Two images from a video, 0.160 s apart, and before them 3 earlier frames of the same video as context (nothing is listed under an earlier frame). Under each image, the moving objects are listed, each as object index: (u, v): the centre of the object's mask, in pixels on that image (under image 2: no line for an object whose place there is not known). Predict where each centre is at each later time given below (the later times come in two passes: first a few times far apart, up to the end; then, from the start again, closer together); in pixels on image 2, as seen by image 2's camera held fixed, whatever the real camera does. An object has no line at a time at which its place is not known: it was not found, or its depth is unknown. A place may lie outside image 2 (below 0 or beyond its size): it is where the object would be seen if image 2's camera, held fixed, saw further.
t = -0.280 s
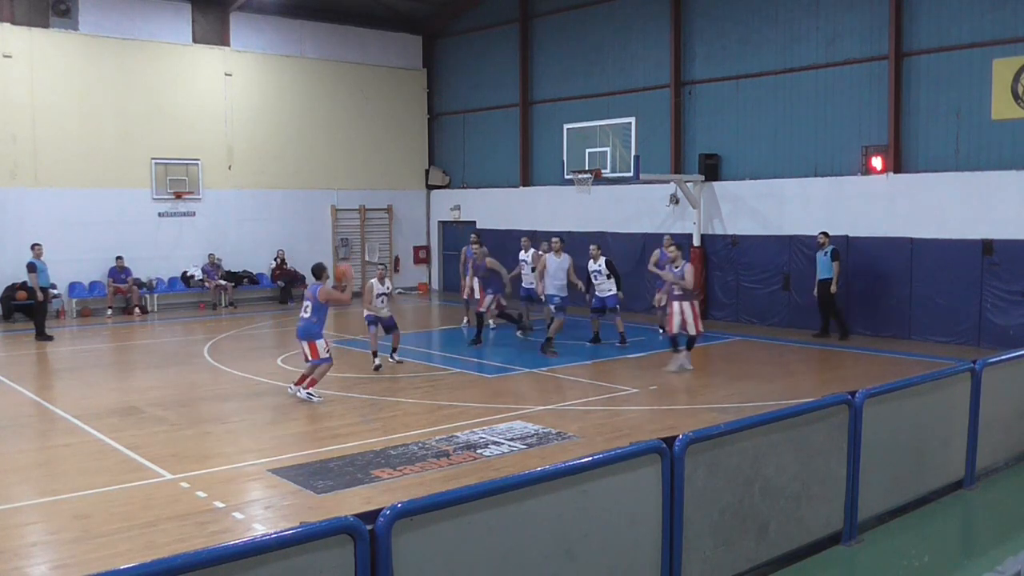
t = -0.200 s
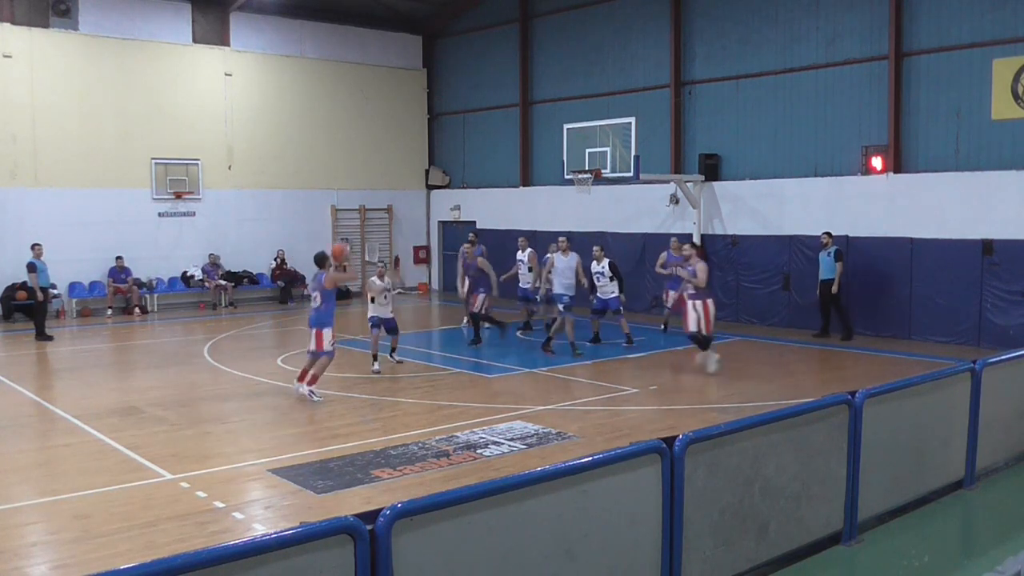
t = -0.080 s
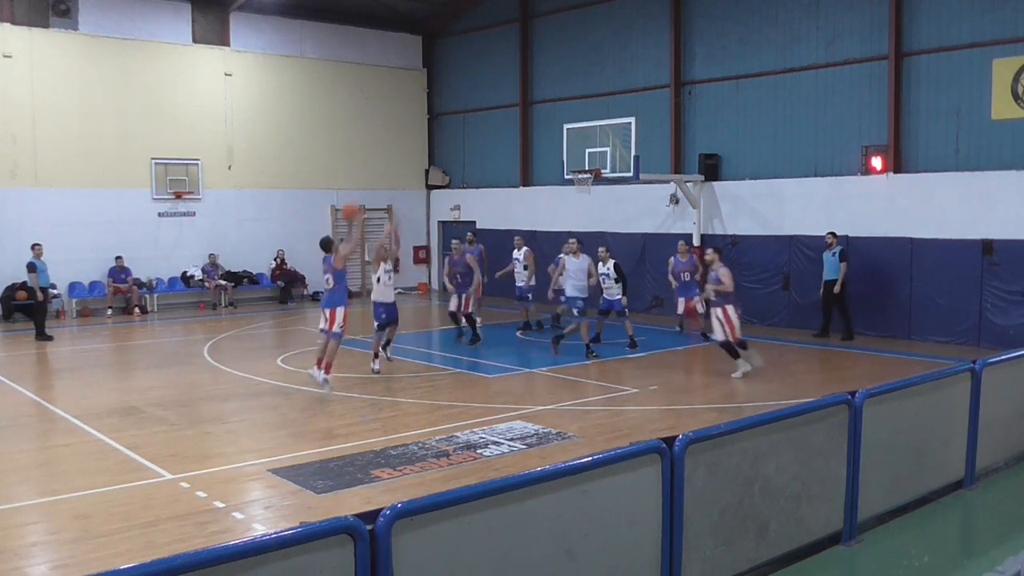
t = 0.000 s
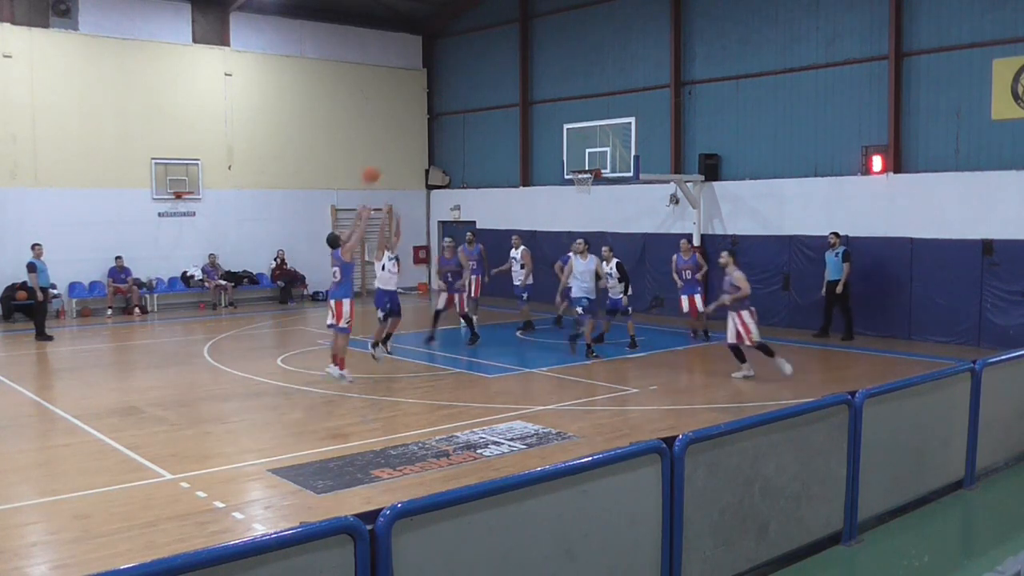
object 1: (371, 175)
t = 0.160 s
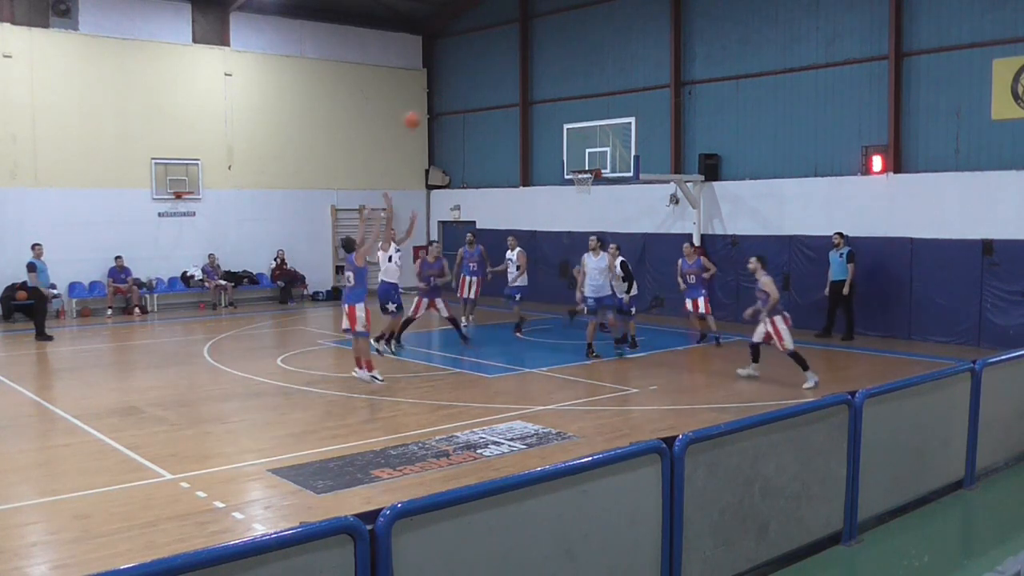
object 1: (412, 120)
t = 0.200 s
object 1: (421, 110)
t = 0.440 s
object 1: (473, 80)
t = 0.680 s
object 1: (516, 88)
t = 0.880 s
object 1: (548, 119)
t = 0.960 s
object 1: (558, 136)
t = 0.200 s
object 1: (421, 110)
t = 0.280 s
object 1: (439, 95)
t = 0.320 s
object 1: (448, 90)
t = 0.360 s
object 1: (456, 86)
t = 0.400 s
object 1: (465, 82)
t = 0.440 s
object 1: (473, 80)
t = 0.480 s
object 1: (480, 79)
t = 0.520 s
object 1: (488, 79)
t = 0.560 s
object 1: (495, 79)
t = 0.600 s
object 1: (502, 81)
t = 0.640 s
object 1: (510, 84)
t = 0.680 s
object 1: (516, 88)
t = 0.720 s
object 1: (523, 92)
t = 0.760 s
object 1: (529, 97)
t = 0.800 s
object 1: (536, 104)
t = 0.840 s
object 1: (541, 111)
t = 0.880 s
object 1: (548, 119)
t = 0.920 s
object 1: (554, 127)
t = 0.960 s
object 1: (558, 136)
